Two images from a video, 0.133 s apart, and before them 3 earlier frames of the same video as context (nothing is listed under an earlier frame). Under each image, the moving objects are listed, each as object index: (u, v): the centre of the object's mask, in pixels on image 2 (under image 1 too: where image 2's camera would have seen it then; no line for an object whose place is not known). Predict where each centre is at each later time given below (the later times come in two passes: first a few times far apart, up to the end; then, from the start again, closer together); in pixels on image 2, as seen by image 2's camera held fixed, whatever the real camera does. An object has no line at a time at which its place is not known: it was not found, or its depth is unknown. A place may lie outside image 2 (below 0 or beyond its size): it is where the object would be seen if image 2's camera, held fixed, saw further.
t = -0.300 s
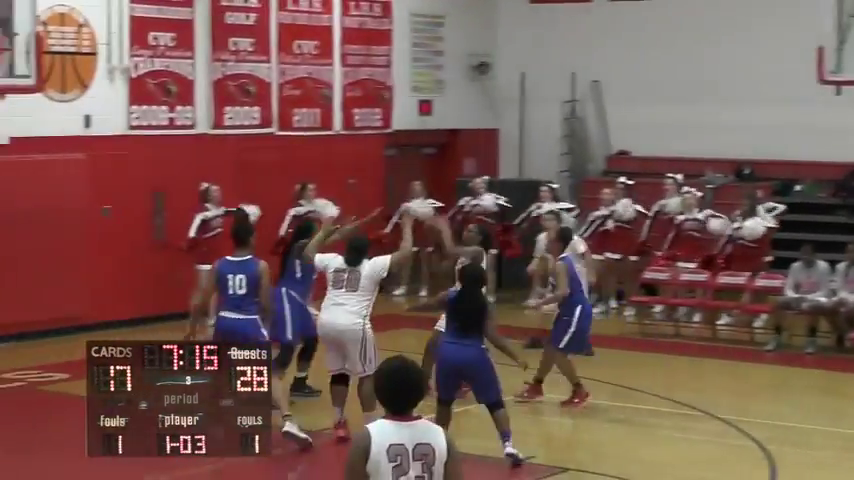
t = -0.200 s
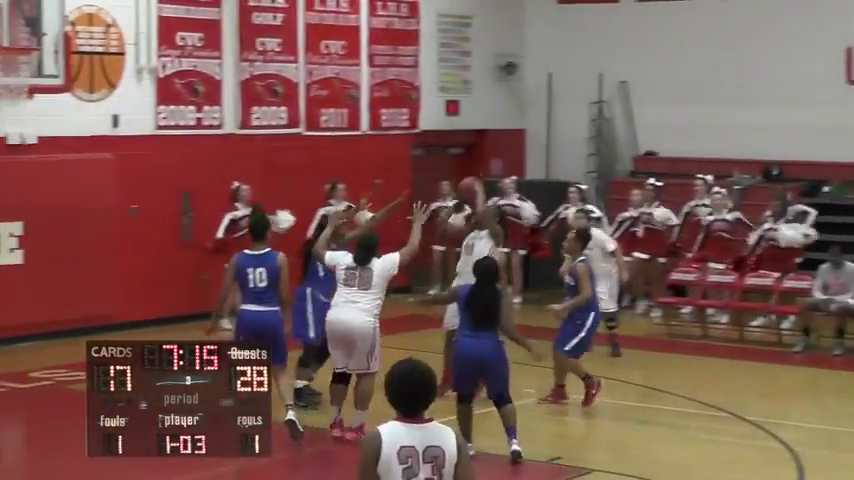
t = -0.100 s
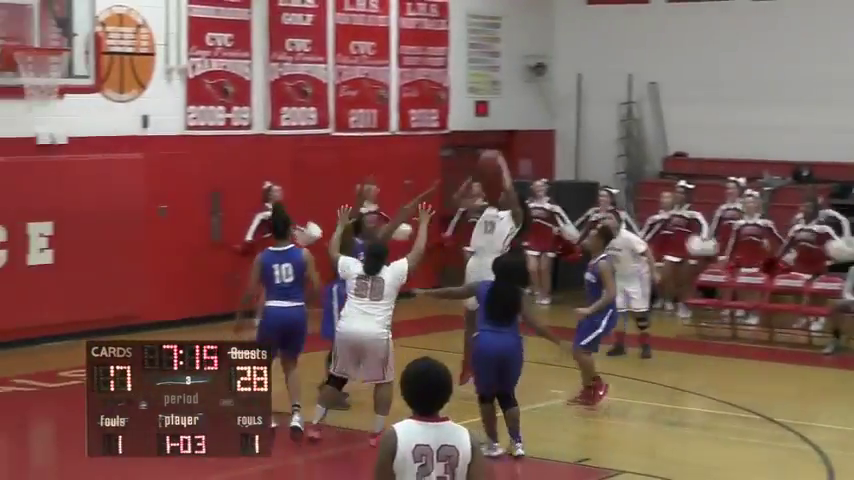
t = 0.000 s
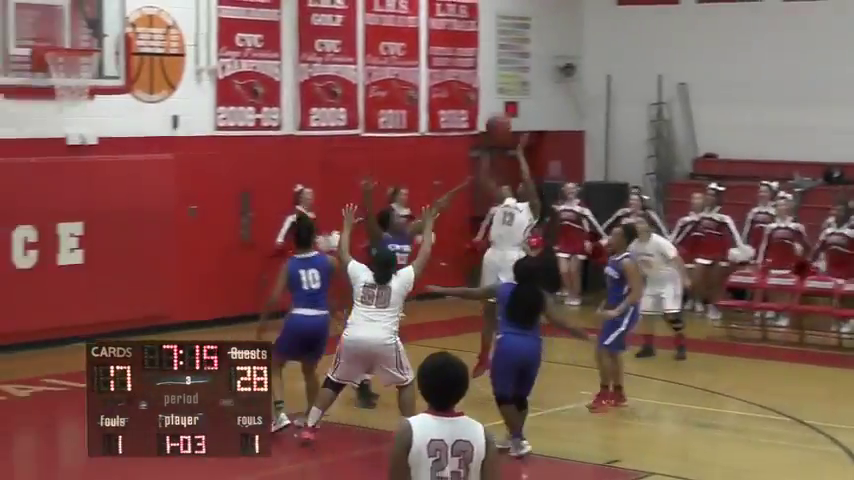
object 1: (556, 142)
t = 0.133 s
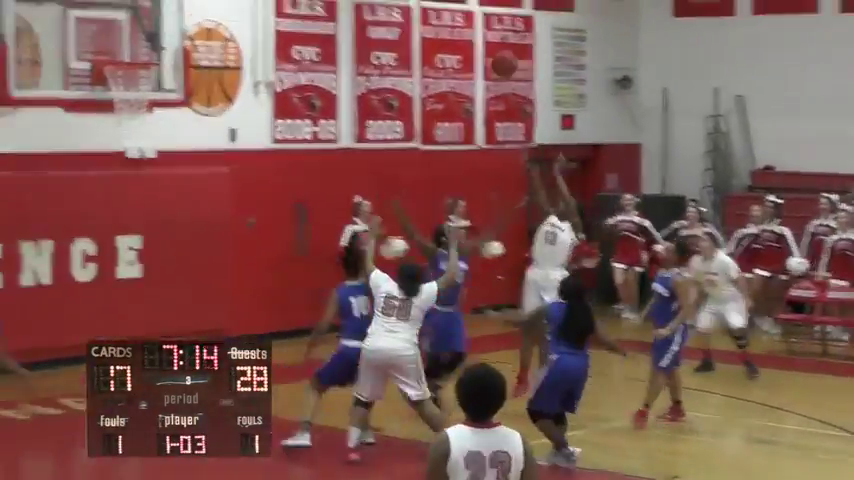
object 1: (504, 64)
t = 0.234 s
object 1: (465, 19)
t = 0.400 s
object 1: (397, -33)
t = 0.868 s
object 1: (199, -1)
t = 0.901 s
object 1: (185, 11)
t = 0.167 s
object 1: (490, 49)
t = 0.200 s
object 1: (478, 33)
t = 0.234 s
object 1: (465, 19)
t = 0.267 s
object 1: (451, 6)
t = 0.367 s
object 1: (411, -24)
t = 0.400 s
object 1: (397, -33)
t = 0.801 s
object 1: (229, -21)
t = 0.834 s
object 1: (214, -12)
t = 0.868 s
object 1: (199, -1)
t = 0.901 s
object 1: (185, 11)
